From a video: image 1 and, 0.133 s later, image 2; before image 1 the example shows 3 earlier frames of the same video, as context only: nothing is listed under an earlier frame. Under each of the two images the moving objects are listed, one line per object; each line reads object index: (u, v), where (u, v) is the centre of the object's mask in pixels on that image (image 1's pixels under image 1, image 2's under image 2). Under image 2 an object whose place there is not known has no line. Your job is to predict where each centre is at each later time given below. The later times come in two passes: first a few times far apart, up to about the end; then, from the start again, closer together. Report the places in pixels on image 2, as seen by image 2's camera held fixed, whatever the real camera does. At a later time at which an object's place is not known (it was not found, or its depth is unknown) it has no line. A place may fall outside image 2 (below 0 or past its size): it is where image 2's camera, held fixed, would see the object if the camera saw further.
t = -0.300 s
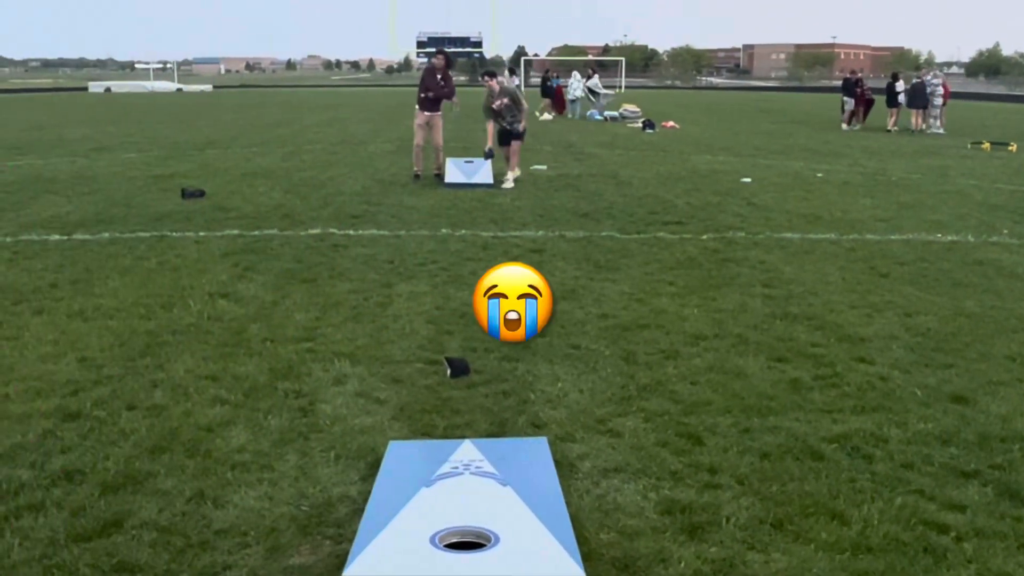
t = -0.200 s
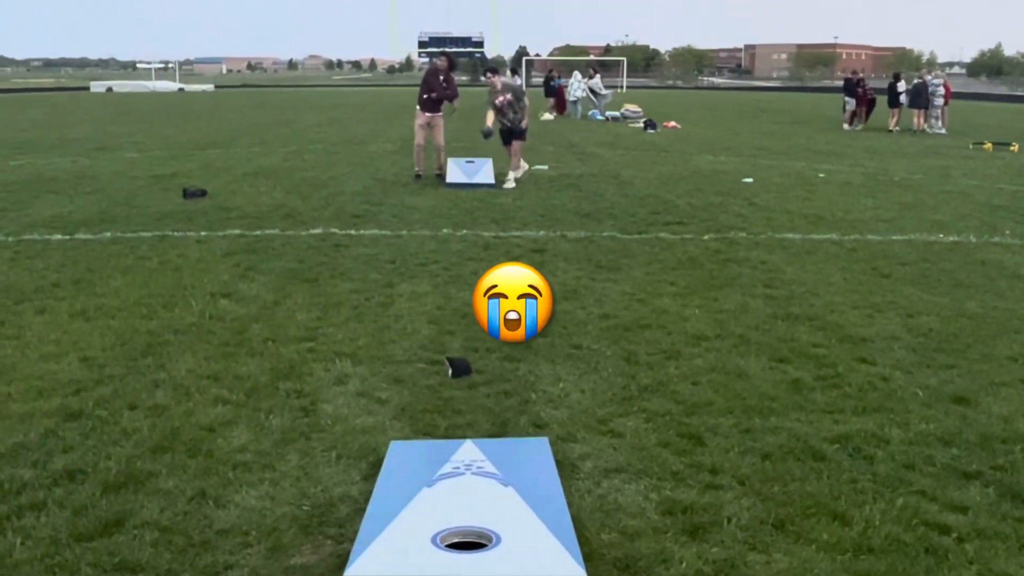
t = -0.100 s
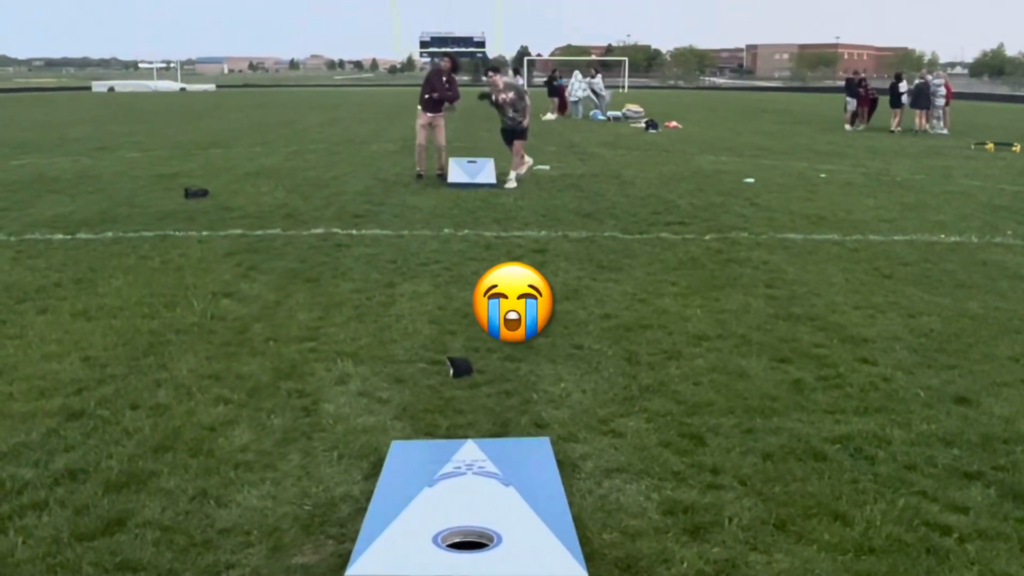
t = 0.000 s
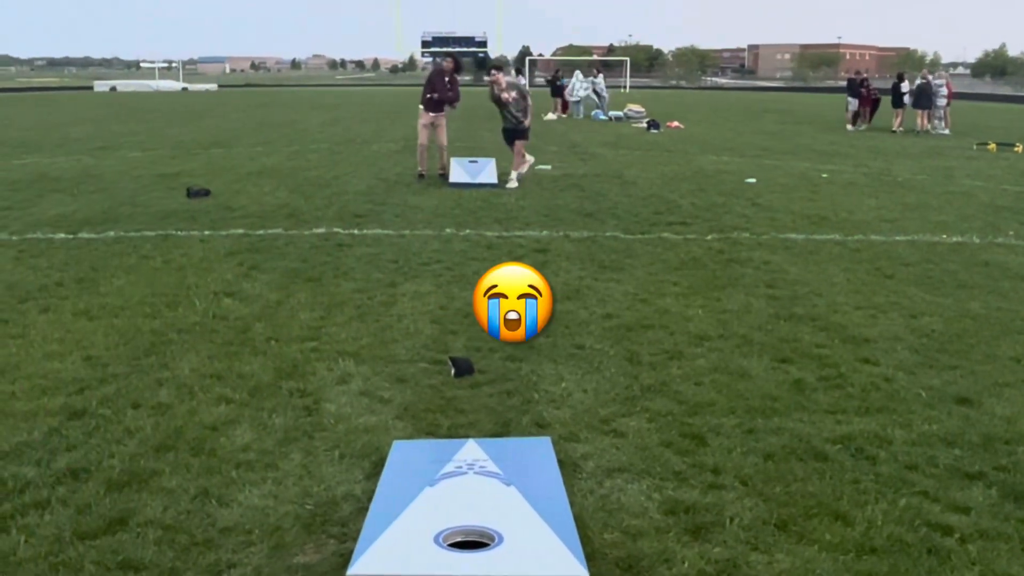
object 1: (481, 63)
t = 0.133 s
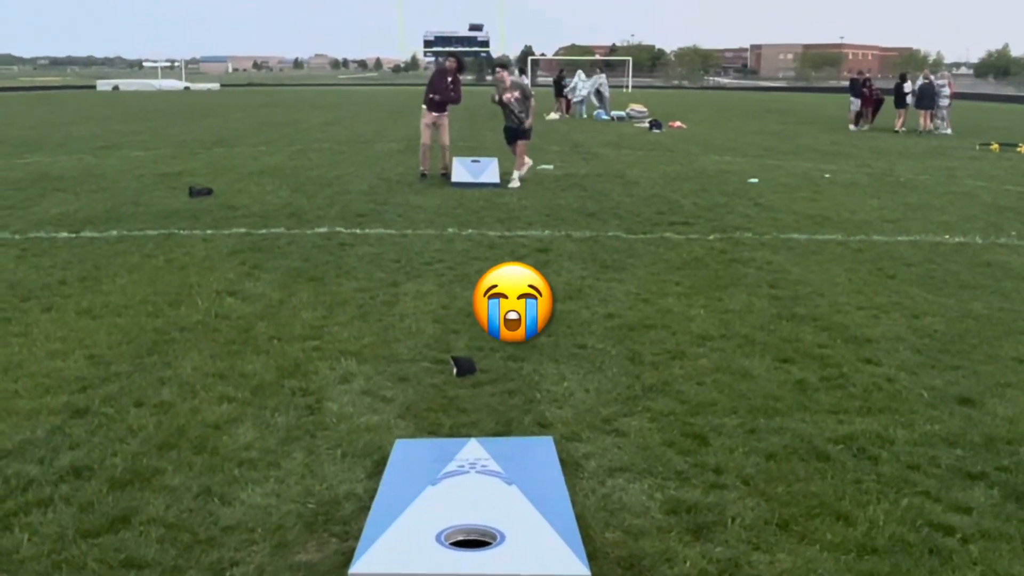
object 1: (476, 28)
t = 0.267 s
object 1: (467, 7)
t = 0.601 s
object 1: (444, 61)
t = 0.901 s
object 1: (400, 374)
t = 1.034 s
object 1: (367, 443)
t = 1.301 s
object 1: (294, 510)
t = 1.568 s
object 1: (267, 523)
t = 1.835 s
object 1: (247, 537)
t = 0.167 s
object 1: (474, 21)
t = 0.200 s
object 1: (472, 15)
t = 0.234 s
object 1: (469, 10)
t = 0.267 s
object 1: (467, 7)
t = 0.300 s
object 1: (464, 5)
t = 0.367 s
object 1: (459, 7)
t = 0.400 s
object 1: (457, 8)
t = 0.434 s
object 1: (455, 10)
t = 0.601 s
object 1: (444, 61)
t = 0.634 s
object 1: (439, 77)
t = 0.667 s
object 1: (434, 98)
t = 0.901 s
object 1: (400, 374)
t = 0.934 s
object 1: (388, 435)
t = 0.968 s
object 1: (382, 446)
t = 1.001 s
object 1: (376, 444)
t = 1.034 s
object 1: (367, 443)
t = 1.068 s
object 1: (358, 445)
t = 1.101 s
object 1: (349, 448)
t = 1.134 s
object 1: (339, 455)
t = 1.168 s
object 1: (329, 465)
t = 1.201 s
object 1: (320, 478)
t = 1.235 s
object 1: (311, 493)
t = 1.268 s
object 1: (302, 504)
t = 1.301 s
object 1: (294, 510)
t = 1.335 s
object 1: (291, 511)
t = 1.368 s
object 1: (285, 513)
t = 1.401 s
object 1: (282, 516)
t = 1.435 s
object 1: (279, 517)
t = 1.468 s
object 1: (275, 519)
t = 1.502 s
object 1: (272, 520)
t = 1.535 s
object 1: (270, 521)
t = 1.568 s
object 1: (267, 523)
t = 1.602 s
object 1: (263, 524)
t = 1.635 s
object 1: (258, 526)
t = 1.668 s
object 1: (254, 530)
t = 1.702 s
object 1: (250, 534)
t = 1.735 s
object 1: (247, 536)
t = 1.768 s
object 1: (247, 537)
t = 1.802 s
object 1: (246, 538)
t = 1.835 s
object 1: (247, 537)
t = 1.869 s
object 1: (246, 538)
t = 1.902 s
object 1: (247, 537)
